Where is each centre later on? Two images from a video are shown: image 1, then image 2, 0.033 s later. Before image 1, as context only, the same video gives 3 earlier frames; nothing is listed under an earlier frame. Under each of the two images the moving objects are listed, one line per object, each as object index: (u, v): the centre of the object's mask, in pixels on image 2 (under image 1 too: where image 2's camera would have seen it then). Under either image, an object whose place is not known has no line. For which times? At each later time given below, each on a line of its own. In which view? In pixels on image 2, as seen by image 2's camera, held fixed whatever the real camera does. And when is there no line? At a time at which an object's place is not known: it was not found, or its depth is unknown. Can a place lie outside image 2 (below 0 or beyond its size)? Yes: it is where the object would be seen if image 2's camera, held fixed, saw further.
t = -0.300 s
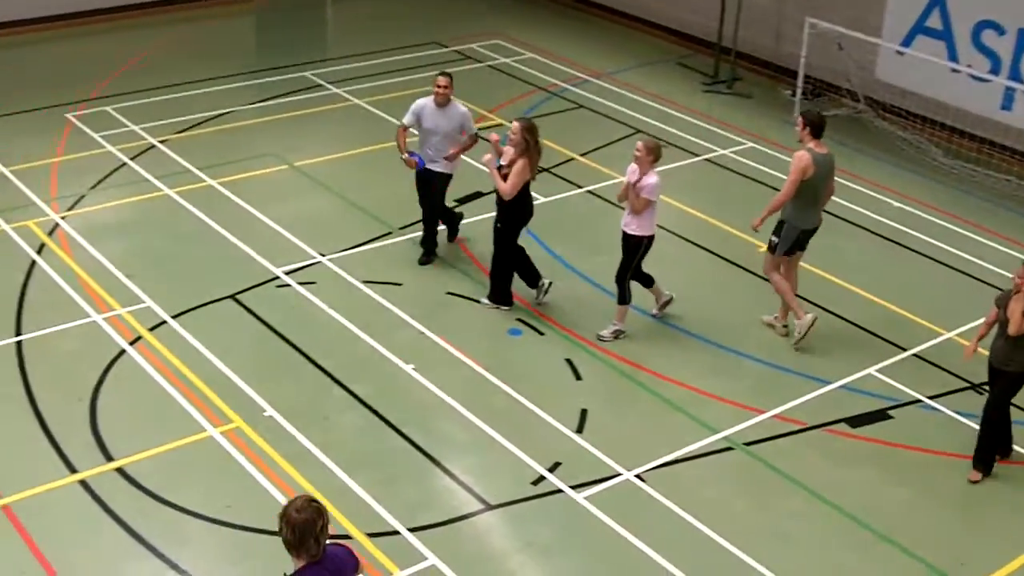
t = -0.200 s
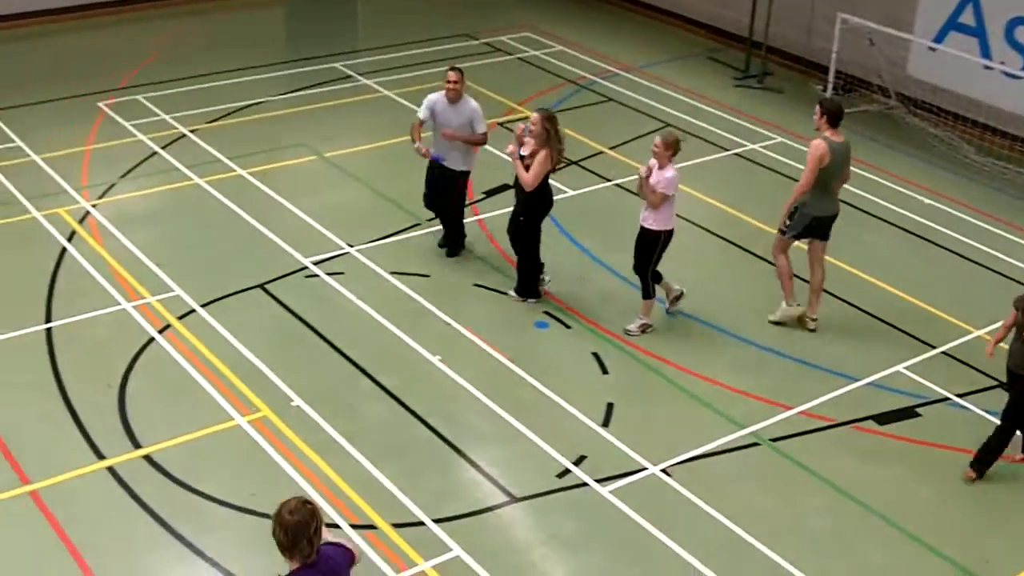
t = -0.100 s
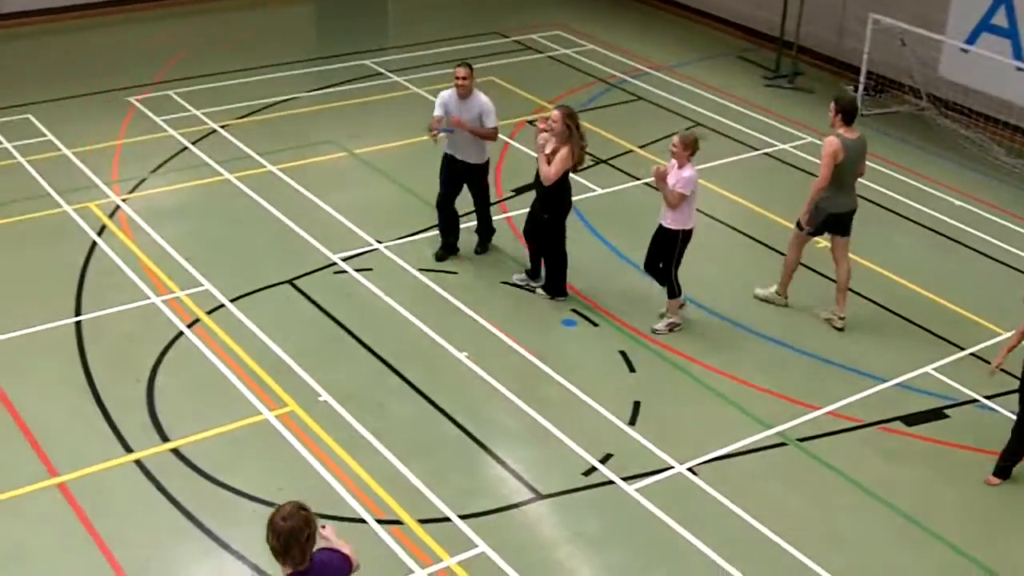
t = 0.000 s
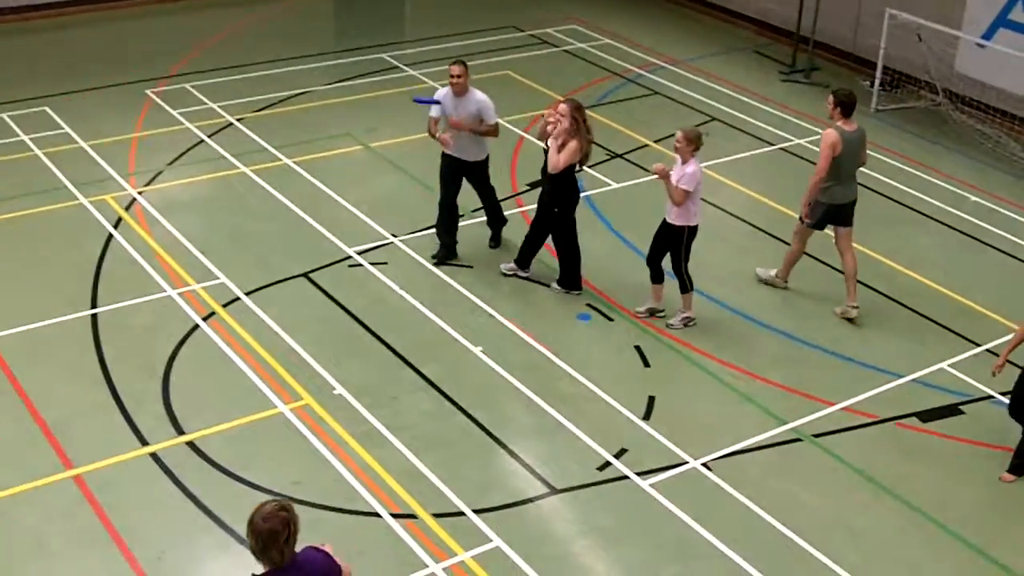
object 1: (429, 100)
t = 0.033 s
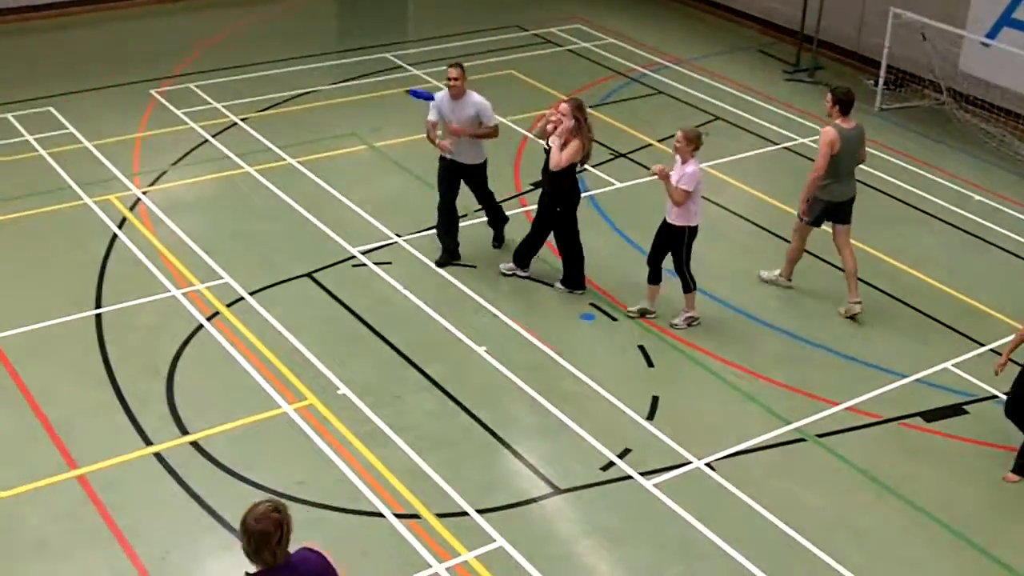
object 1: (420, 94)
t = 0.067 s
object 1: (409, 85)
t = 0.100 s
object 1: (401, 83)
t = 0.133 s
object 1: (389, 76)
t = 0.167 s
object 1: (379, 72)
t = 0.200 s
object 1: (369, 69)
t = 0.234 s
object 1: (359, 66)
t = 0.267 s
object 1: (347, 63)
